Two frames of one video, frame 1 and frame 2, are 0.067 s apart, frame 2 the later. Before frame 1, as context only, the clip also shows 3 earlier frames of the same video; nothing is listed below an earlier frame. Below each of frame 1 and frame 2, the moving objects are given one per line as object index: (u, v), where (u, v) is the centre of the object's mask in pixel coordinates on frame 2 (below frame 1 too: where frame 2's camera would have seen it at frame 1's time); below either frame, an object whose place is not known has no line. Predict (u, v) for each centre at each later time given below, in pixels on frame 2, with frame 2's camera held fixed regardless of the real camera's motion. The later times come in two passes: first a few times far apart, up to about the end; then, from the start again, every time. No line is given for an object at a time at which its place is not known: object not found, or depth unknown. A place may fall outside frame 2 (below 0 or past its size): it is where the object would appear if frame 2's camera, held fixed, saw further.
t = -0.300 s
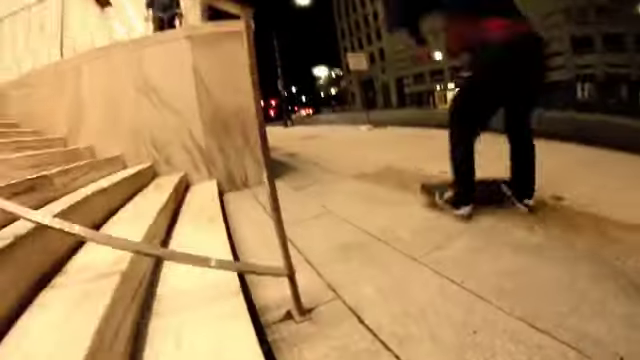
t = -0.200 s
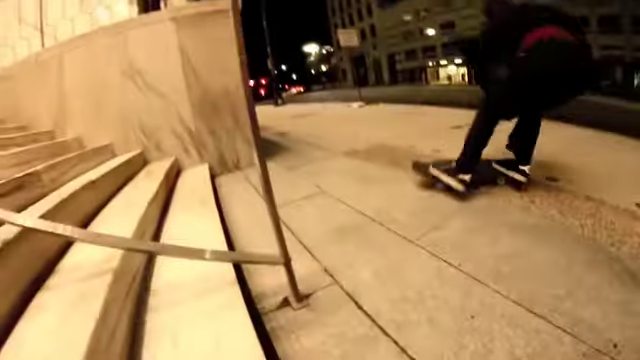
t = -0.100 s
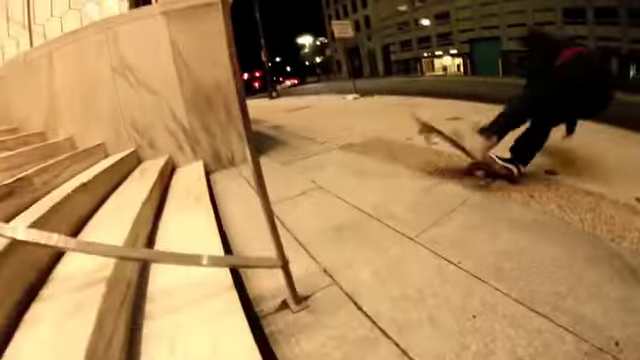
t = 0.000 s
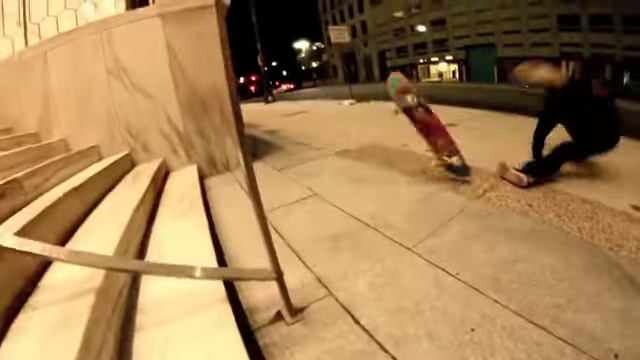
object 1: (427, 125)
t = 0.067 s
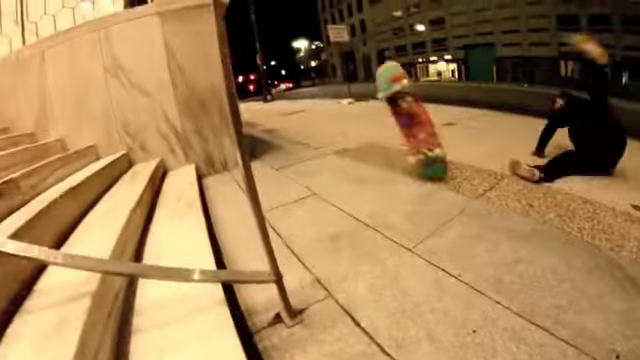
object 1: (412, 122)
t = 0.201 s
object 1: (388, 123)
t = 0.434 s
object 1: (362, 149)
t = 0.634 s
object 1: (340, 161)
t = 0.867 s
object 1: (319, 158)
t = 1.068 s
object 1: (316, 157)
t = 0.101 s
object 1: (408, 121)
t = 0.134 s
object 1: (401, 121)
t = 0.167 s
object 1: (394, 122)
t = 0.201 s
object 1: (388, 123)
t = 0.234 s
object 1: (382, 125)
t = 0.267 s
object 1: (378, 126)
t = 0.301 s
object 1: (374, 129)
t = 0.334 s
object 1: (370, 133)
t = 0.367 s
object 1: (367, 138)
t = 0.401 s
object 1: (364, 143)
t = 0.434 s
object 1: (362, 149)
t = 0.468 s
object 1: (358, 154)
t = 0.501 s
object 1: (355, 159)
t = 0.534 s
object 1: (352, 162)
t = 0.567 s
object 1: (347, 161)
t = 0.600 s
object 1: (343, 161)
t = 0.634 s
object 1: (340, 161)
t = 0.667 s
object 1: (337, 160)
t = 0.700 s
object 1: (333, 159)
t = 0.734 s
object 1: (329, 159)
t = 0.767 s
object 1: (327, 160)
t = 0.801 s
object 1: (324, 160)
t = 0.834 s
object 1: (322, 159)
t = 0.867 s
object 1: (319, 158)
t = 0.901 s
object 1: (317, 158)
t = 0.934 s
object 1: (316, 157)
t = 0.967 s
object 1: (315, 157)
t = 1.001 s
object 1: (315, 157)
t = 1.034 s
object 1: (316, 157)
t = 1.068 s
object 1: (316, 157)
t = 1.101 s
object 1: (318, 158)
